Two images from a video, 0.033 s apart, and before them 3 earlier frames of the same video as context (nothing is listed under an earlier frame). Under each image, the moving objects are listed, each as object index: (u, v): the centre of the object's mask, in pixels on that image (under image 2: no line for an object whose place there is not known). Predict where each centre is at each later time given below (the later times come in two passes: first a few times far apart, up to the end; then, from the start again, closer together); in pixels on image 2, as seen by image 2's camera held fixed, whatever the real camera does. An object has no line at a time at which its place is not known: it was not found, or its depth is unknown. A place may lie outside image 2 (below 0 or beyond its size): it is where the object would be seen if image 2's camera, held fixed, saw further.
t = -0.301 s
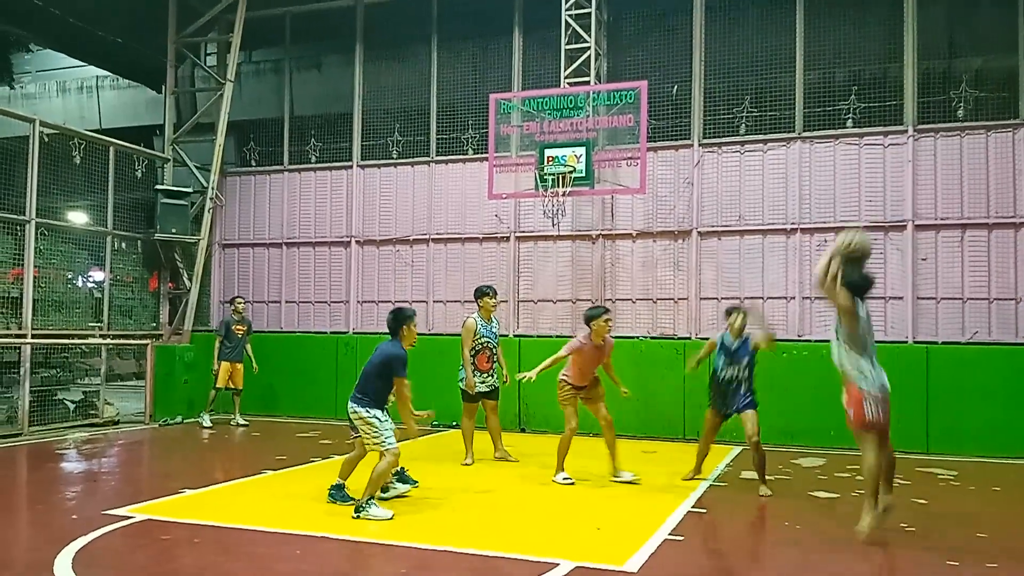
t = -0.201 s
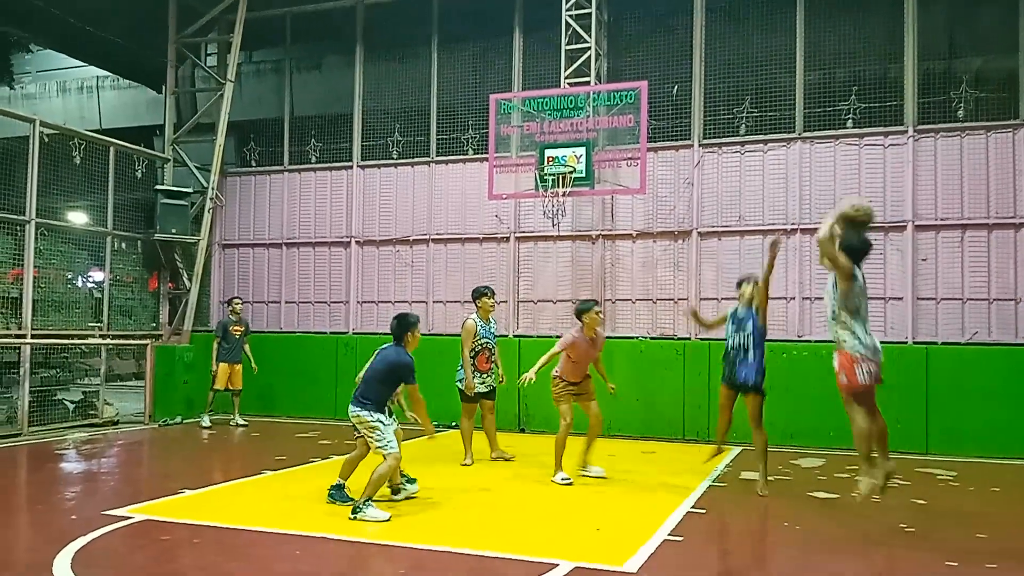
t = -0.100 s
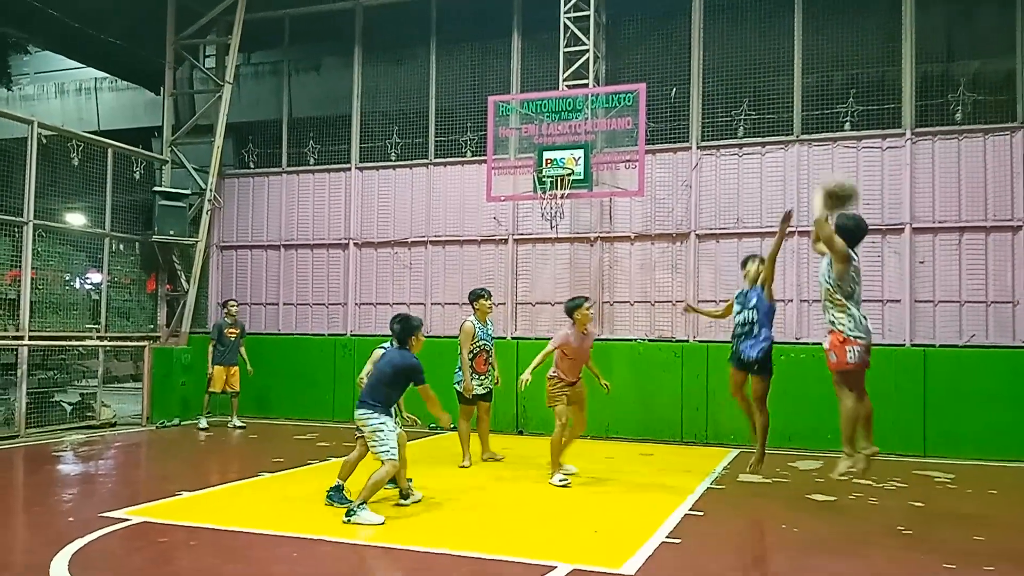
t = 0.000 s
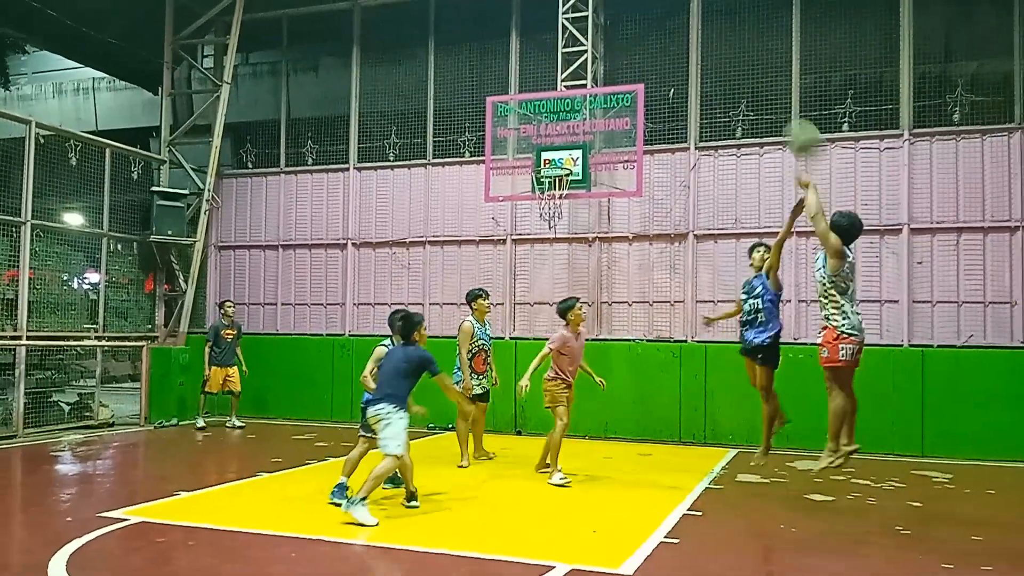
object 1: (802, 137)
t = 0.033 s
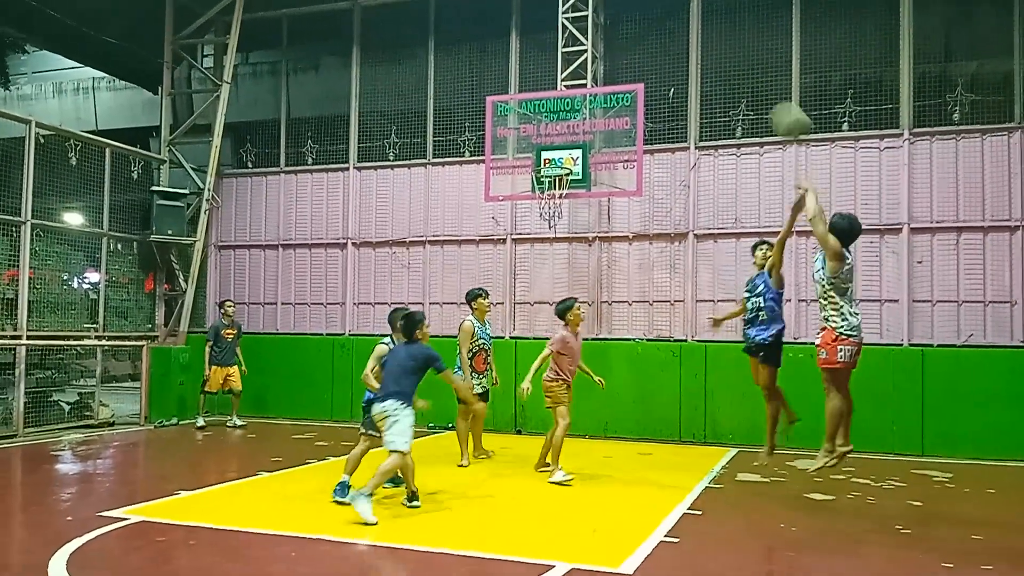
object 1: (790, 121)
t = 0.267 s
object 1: (709, 55)
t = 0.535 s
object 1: (636, 60)
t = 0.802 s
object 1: (580, 127)
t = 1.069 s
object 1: (520, 145)
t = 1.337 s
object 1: (452, 160)
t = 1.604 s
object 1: (380, 245)
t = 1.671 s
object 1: (364, 277)
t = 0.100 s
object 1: (764, 94)
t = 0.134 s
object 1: (753, 83)
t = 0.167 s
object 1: (741, 74)
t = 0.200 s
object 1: (730, 66)
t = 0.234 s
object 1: (719, 60)
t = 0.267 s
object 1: (709, 55)
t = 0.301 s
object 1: (698, 52)
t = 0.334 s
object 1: (688, 49)
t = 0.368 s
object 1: (678, 48)
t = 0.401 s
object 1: (670, 49)
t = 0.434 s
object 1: (662, 50)
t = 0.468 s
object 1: (653, 52)
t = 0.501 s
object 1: (645, 55)
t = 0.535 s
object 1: (636, 60)
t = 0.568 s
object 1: (628, 66)
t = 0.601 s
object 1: (621, 72)
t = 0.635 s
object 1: (615, 77)
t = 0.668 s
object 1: (607, 85)
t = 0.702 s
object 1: (600, 95)
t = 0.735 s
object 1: (593, 106)
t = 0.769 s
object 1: (588, 114)
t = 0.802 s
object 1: (580, 127)
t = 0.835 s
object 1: (573, 137)
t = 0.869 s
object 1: (566, 149)
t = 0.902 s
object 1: (562, 162)
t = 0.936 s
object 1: (551, 157)
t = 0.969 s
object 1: (542, 154)
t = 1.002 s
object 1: (535, 149)
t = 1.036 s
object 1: (527, 146)
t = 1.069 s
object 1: (520, 145)
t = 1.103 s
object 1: (511, 143)
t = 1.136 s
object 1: (502, 144)
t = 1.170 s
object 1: (494, 143)
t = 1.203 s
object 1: (485, 145)
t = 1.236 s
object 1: (475, 147)
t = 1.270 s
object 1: (468, 150)
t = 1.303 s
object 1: (459, 155)
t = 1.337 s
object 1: (452, 160)
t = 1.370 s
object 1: (443, 167)
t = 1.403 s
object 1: (434, 175)
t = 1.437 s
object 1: (426, 185)
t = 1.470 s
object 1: (416, 196)
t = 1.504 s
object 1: (408, 207)
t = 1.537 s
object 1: (400, 220)
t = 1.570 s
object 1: (390, 231)
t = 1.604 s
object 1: (380, 245)
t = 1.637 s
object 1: (372, 259)
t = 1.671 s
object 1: (364, 277)
